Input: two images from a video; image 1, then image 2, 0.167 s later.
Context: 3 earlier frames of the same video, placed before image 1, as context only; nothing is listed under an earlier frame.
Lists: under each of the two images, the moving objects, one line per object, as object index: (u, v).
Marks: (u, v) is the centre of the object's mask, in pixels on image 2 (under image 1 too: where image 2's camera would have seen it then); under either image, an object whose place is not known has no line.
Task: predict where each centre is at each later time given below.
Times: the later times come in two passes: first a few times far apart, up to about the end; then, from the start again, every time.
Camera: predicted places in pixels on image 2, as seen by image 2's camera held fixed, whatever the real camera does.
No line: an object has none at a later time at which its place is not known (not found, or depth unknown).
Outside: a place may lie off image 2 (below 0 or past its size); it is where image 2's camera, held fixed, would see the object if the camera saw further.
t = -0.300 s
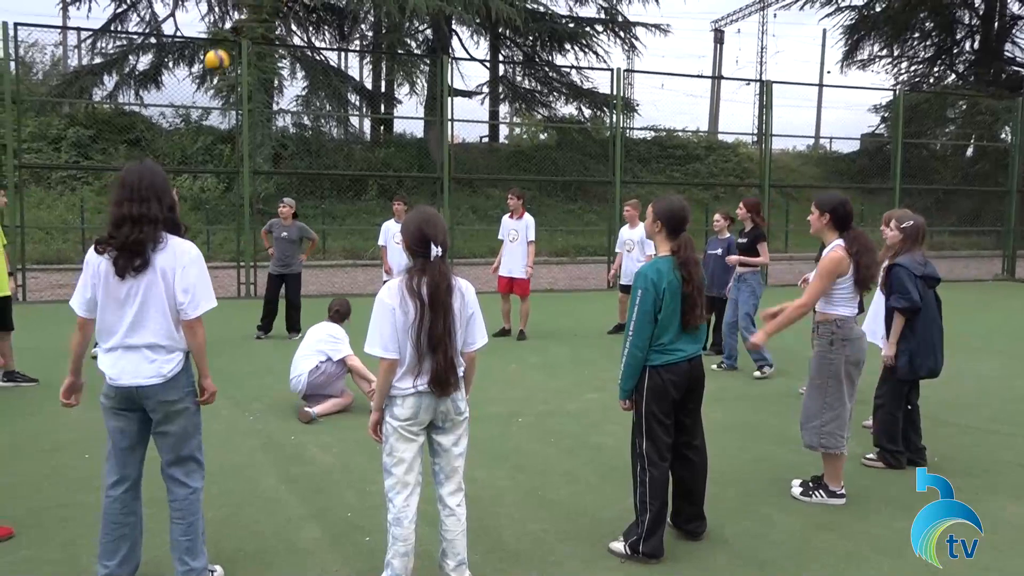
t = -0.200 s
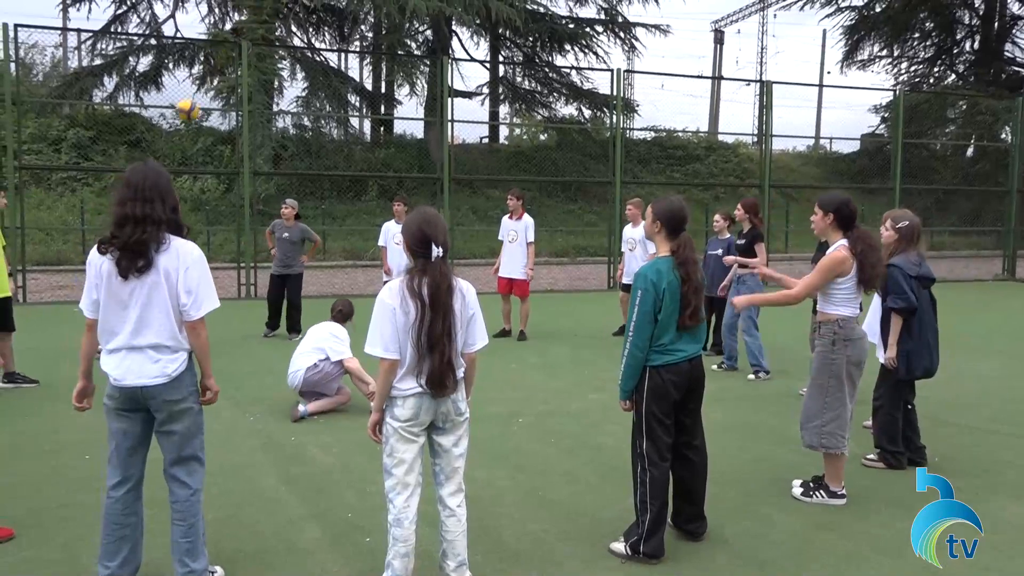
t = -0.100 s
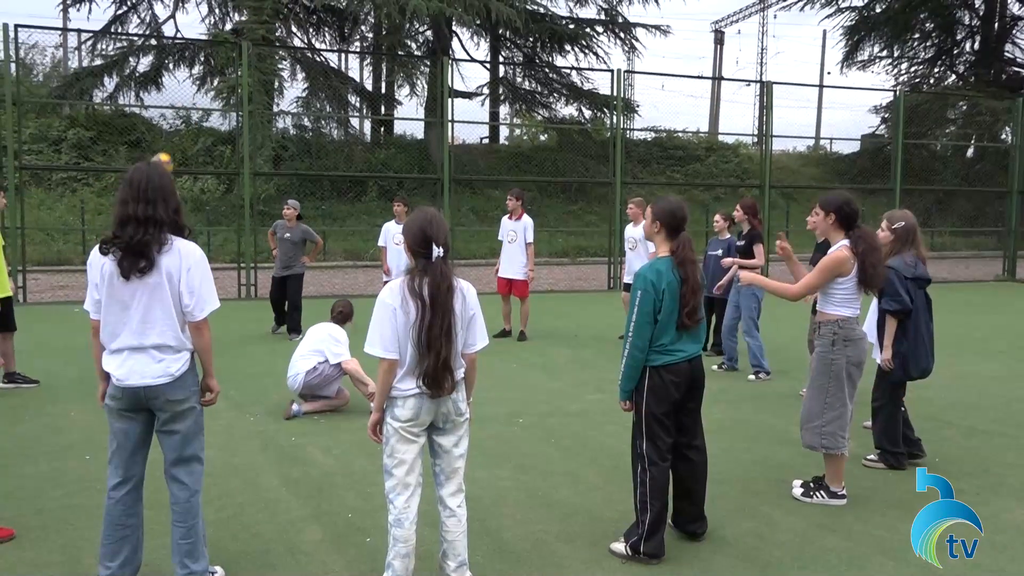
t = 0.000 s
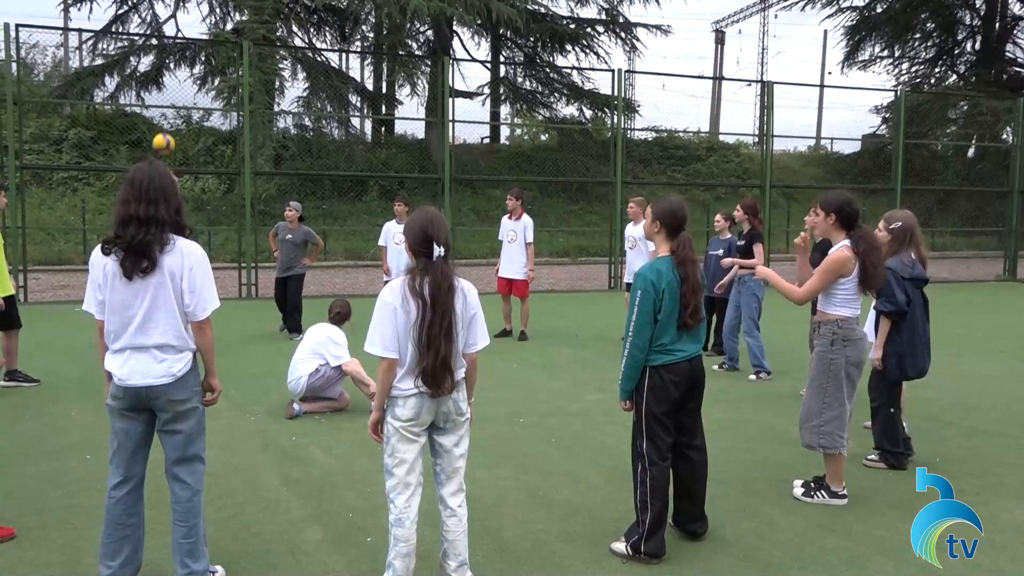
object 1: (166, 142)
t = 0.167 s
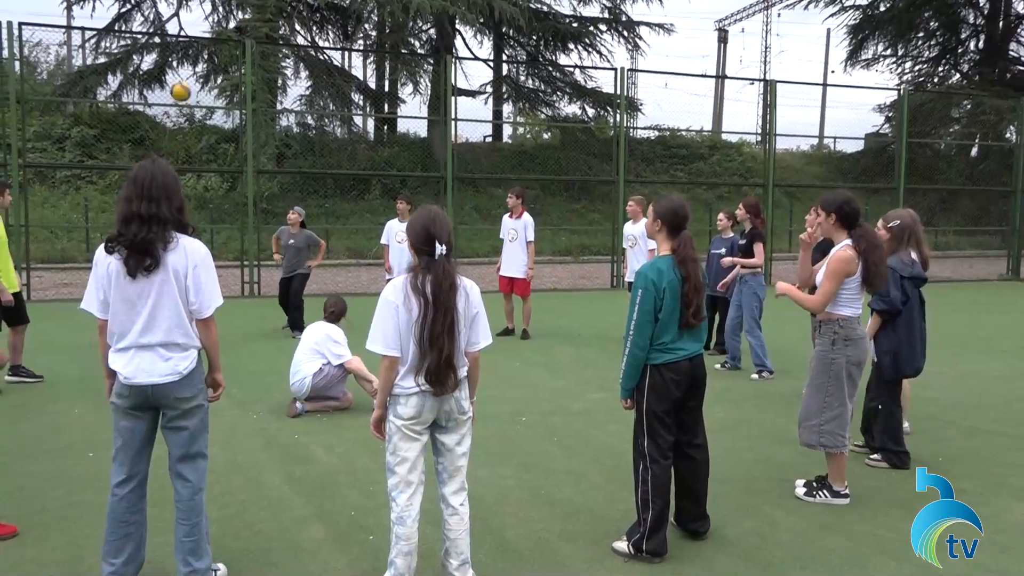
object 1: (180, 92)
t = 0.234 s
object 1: (185, 78)
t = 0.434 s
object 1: (202, 63)
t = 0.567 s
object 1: (212, 72)
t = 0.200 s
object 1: (184, 82)
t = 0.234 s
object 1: (185, 78)
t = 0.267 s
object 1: (189, 72)
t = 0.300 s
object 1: (193, 68)
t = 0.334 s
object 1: (194, 66)
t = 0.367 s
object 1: (197, 64)
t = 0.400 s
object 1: (200, 62)
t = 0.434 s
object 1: (202, 63)
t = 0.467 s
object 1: (205, 64)
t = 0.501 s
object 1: (208, 67)
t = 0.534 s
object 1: (210, 69)
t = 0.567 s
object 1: (212, 72)
